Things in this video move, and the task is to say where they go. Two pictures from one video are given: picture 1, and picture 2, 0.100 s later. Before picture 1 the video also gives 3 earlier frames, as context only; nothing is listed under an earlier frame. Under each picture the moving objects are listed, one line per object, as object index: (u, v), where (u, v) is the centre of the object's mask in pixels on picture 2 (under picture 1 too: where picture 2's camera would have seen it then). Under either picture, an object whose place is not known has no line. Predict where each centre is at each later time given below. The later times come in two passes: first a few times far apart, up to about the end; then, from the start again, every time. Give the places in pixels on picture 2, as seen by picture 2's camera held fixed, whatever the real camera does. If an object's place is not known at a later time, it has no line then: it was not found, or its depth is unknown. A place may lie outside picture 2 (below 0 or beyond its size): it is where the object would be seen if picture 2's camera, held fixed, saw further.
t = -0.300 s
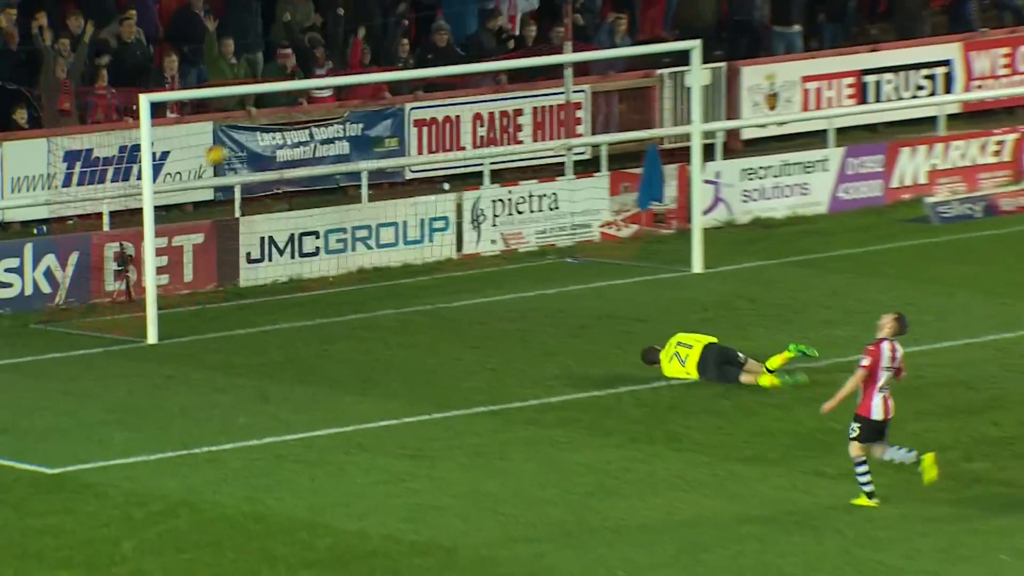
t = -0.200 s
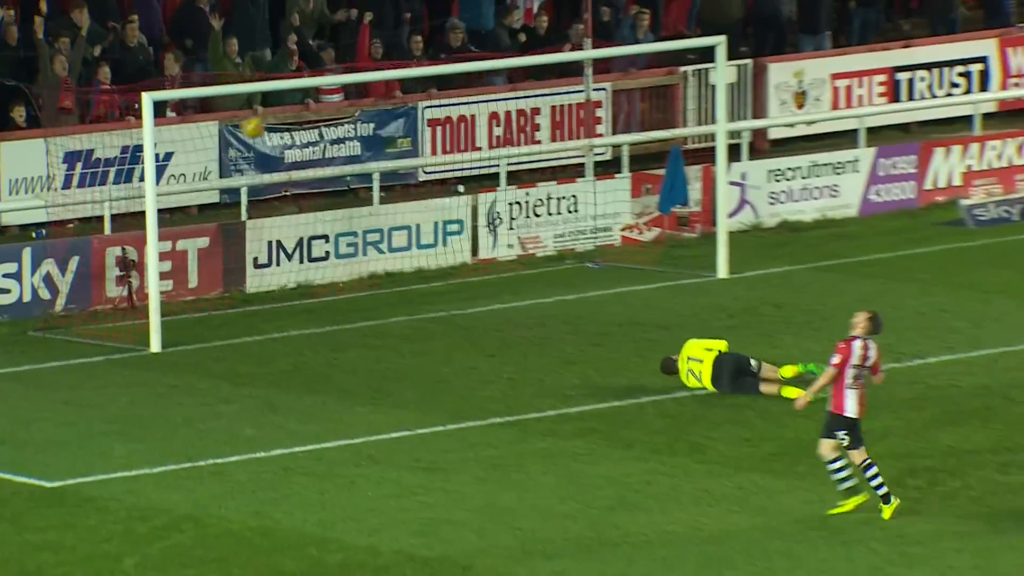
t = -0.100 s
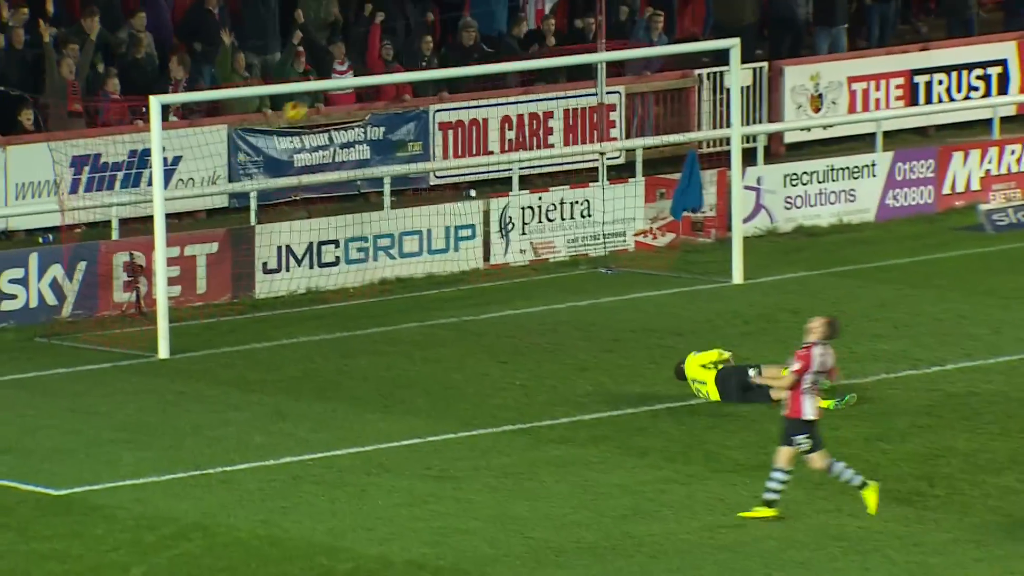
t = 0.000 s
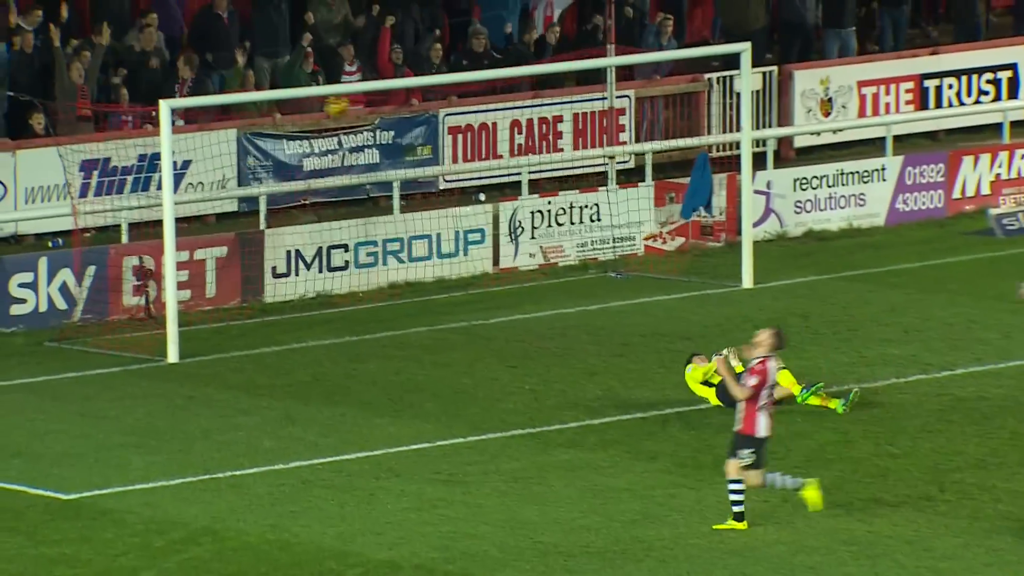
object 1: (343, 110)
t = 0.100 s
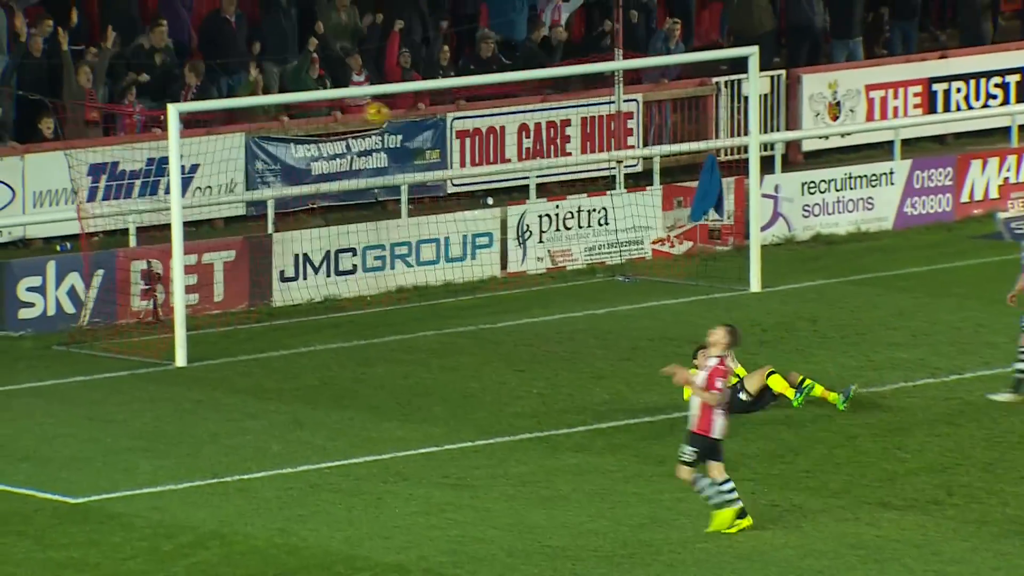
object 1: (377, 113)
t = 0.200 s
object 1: (408, 125)
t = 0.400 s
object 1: (472, 178)
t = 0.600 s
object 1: (536, 270)
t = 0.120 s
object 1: (383, 114)
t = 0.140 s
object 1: (389, 116)
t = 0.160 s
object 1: (396, 119)
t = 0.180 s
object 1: (402, 122)
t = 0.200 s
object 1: (408, 125)
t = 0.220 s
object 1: (414, 128)
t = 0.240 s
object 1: (420, 132)
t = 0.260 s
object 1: (428, 138)
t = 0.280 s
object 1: (434, 142)
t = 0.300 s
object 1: (440, 148)
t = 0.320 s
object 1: (446, 152)
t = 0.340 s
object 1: (454, 159)
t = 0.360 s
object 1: (459, 165)
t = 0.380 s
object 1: (465, 171)
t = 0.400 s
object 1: (472, 178)
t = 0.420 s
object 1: (479, 187)
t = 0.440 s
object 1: (485, 195)
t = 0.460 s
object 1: (490, 201)
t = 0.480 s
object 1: (497, 209)
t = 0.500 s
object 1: (504, 219)
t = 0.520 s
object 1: (510, 228)
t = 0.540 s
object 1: (518, 239)
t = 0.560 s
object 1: (524, 250)
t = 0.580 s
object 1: (529, 259)
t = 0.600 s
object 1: (536, 270)
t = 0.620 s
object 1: (542, 281)
